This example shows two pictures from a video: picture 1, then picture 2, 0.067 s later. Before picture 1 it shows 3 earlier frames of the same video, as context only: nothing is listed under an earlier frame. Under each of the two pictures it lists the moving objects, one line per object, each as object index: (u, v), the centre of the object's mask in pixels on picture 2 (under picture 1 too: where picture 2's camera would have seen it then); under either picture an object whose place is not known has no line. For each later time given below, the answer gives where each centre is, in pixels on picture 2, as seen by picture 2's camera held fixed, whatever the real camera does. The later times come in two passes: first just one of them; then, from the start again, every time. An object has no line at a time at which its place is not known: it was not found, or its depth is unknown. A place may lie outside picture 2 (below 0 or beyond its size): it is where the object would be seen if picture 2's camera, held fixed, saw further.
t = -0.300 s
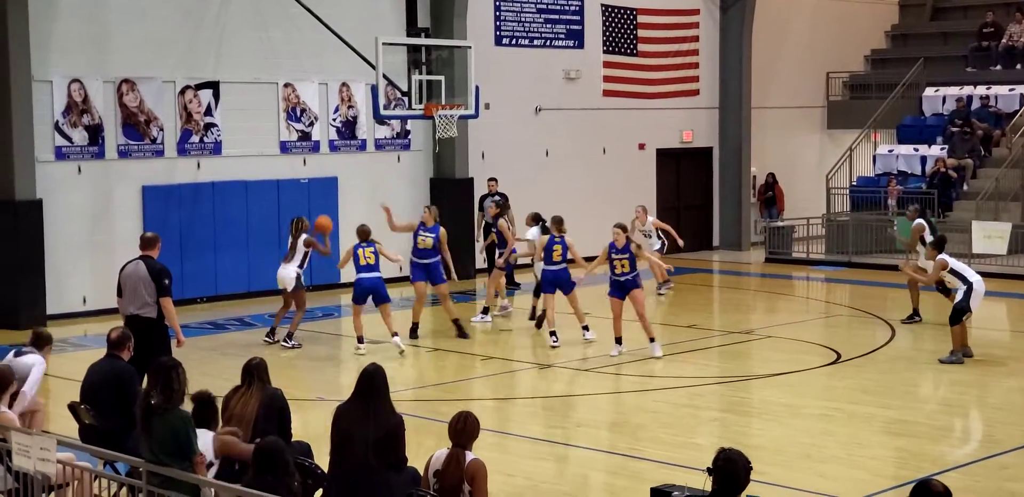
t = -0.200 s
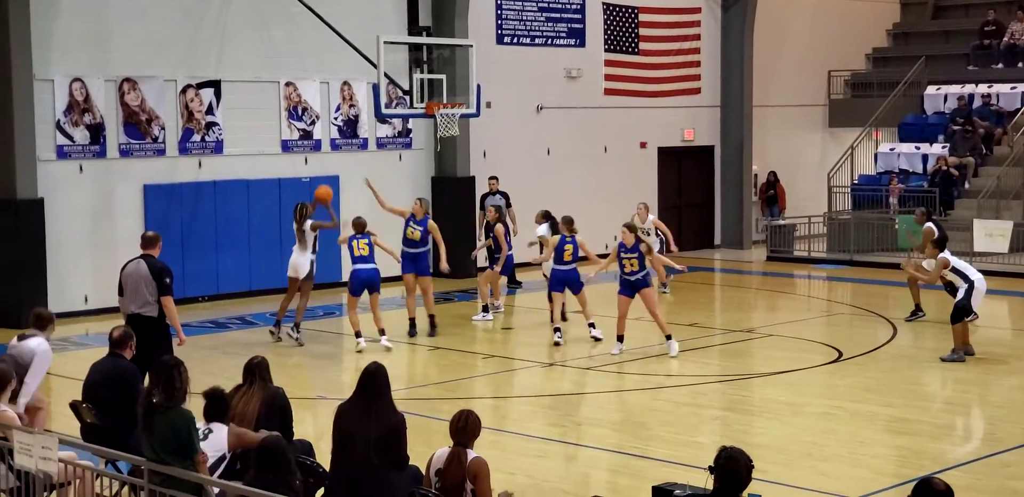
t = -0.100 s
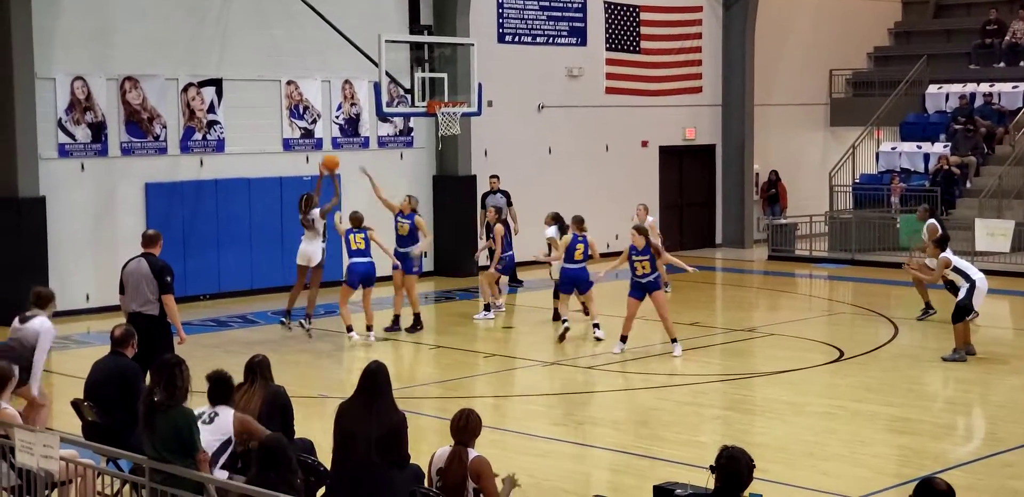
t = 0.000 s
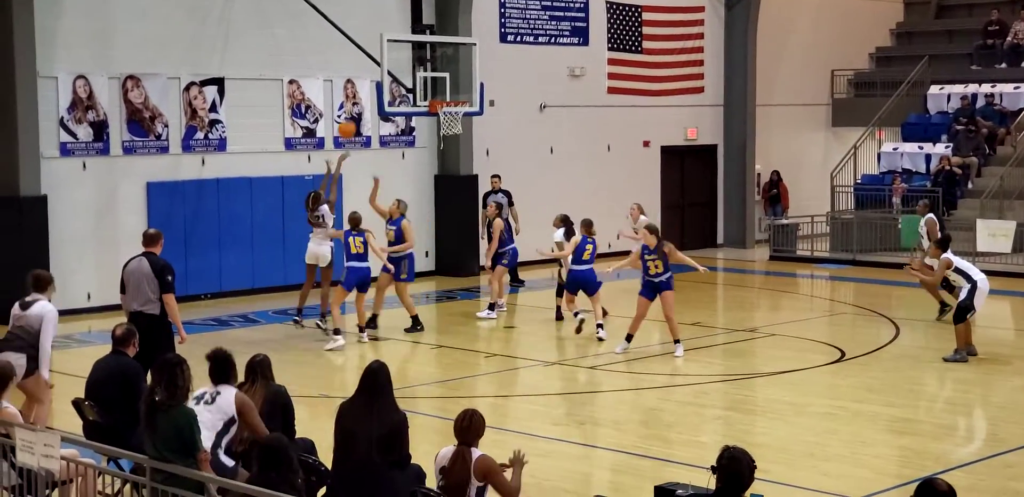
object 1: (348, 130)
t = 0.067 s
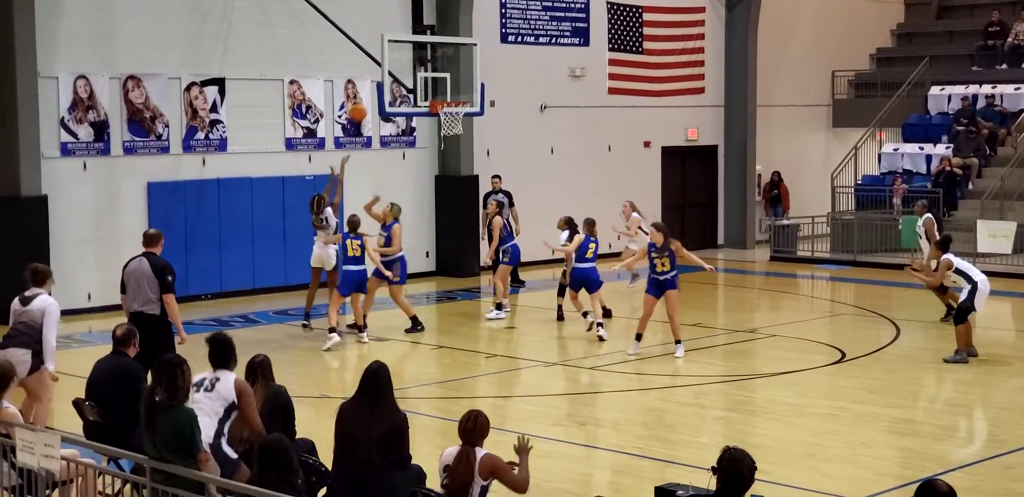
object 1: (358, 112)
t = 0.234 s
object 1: (385, 82)
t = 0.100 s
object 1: (364, 104)
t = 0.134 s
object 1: (369, 97)
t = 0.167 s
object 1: (375, 92)
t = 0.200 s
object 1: (379, 86)
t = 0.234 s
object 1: (385, 82)
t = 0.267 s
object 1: (390, 78)
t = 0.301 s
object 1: (396, 76)
